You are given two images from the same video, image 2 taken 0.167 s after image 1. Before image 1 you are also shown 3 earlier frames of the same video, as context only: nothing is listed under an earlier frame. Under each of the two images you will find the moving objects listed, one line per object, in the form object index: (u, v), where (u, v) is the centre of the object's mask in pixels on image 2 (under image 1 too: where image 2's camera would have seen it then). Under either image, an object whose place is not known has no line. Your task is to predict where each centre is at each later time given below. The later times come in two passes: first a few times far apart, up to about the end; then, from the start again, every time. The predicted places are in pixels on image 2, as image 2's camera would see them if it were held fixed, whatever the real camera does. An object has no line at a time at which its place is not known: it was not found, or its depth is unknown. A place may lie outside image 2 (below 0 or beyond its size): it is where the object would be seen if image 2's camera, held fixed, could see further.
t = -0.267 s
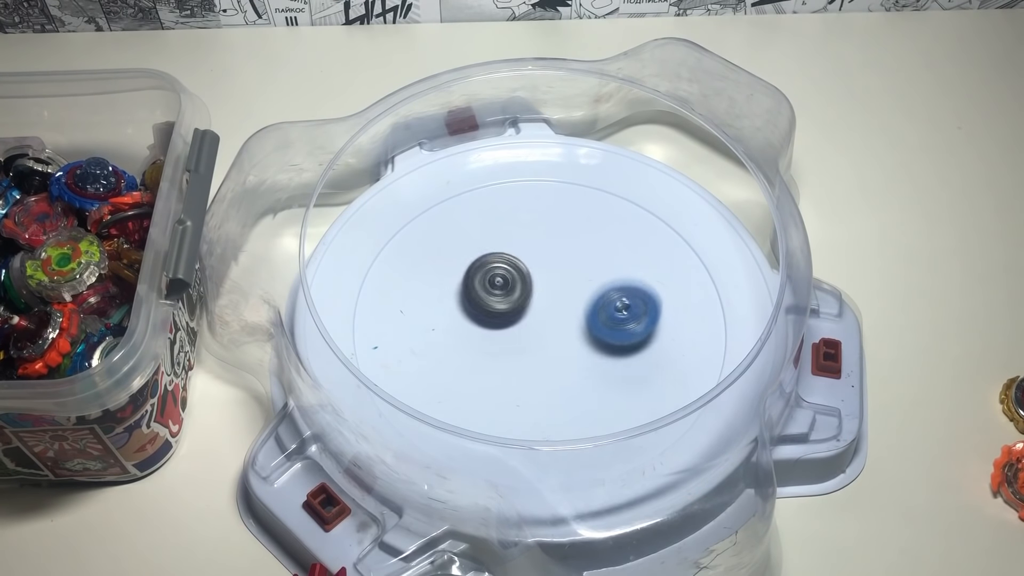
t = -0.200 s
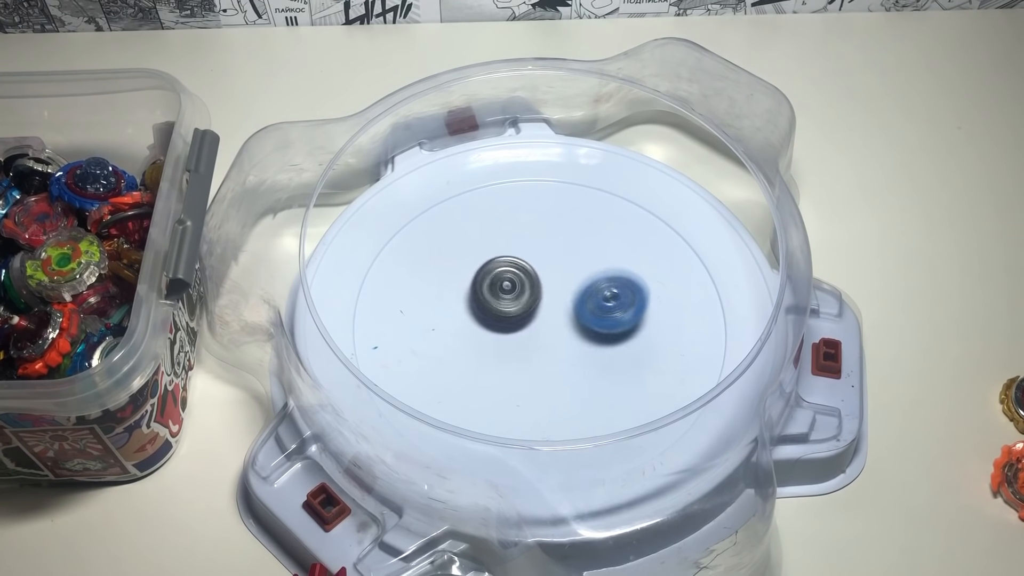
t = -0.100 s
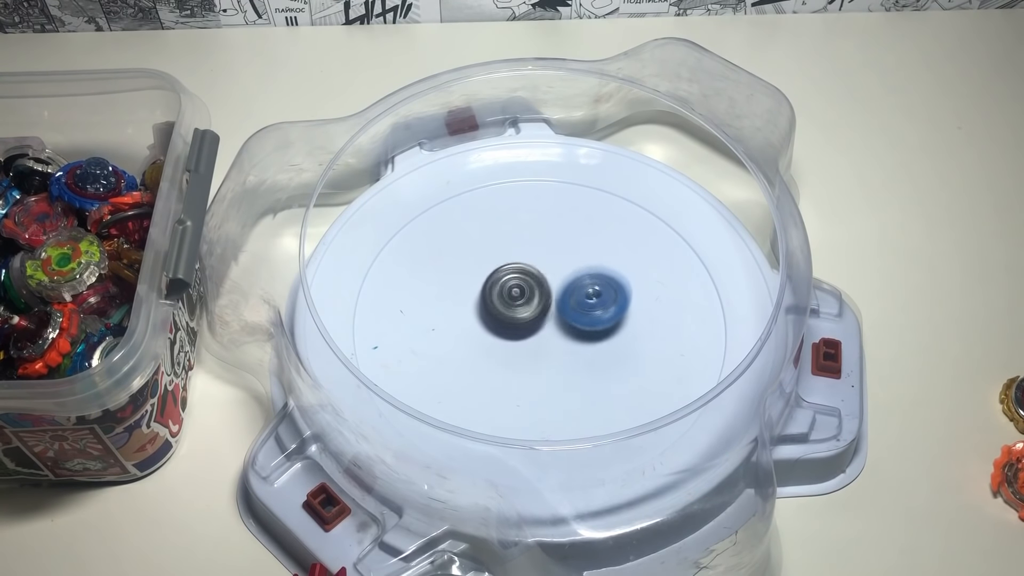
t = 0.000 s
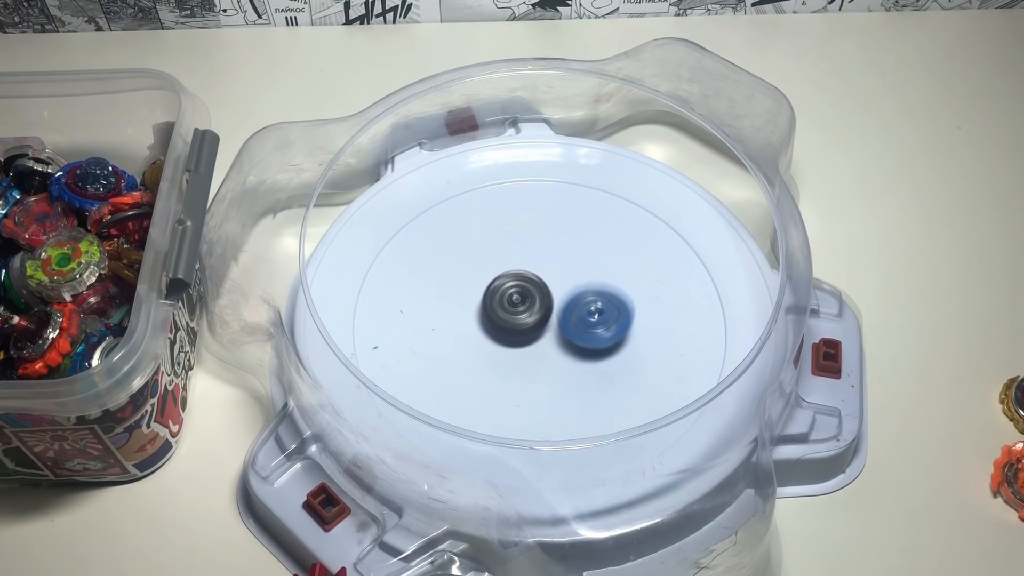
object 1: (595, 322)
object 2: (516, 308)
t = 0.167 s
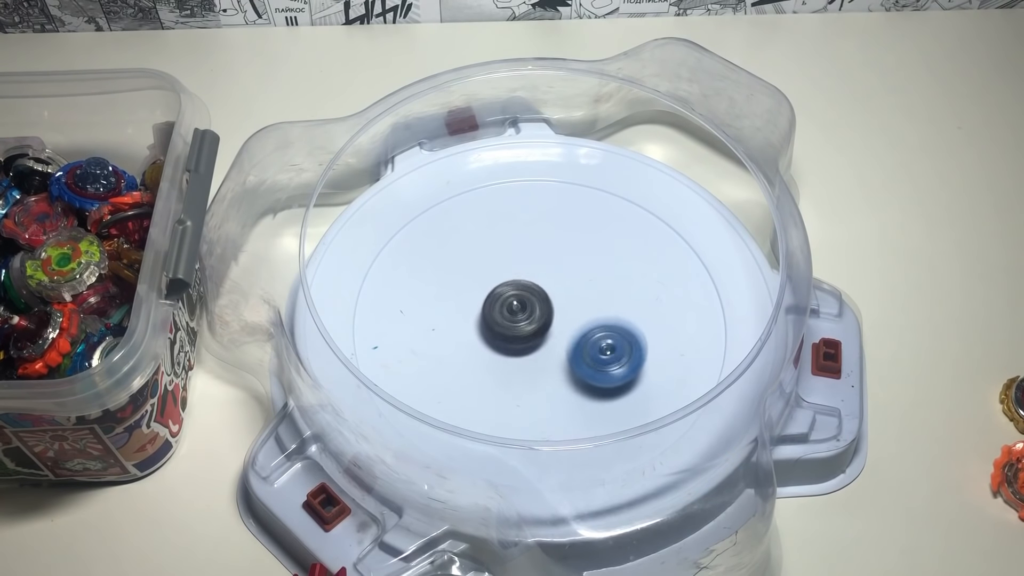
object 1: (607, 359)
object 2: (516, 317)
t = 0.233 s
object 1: (599, 360)
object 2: (519, 323)
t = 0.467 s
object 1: (618, 353)
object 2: (507, 328)
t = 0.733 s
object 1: (587, 331)
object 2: (509, 339)
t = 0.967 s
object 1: (653, 340)
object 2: (434, 324)
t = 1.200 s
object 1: (595, 335)
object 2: (449, 320)
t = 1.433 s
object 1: (570, 335)
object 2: (476, 308)
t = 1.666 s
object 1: (594, 355)
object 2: (500, 300)
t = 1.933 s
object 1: (683, 425)
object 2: (482, 252)
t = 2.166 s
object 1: (679, 411)
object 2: (482, 272)
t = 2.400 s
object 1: (591, 346)
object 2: (481, 301)
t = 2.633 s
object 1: (597, 319)
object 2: (394, 290)
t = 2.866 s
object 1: (563, 296)
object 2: (425, 304)
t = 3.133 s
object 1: (702, 321)
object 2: (420, 255)
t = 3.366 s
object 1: (544, 315)
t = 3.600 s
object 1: (367, 278)
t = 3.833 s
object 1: (449, 306)
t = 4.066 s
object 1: (591, 293)
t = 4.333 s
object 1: (635, 266)
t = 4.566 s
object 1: (571, 338)
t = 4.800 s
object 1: (538, 392)
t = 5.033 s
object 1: (541, 354)
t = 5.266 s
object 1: (543, 346)
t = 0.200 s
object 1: (603, 360)
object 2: (517, 320)
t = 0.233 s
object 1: (599, 360)
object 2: (519, 323)
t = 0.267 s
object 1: (593, 357)
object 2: (520, 326)
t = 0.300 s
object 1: (592, 356)
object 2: (517, 326)
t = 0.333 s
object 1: (601, 357)
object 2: (510, 324)
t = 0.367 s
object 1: (609, 358)
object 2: (507, 323)
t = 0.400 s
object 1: (614, 358)
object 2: (507, 324)
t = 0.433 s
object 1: (617, 356)
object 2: (507, 326)
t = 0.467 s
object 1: (618, 353)
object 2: (507, 328)
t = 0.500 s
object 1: (617, 350)
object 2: (507, 330)
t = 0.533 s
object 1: (615, 346)
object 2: (507, 332)
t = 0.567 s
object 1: (612, 343)
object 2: (507, 334)
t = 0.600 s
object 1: (608, 339)
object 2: (507, 335)
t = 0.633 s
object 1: (603, 337)
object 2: (507, 336)
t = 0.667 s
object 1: (598, 334)
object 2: (508, 338)
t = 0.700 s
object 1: (592, 332)
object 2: (509, 339)
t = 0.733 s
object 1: (587, 331)
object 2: (509, 339)
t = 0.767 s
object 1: (607, 333)
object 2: (487, 335)
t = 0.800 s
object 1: (628, 335)
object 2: (465, 331)
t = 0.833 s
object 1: (643, 336)
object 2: (450, 328)
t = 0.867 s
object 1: (653, 336)
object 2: (441, 326)
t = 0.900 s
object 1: (657, 338)
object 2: (438, 324)
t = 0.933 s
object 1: (657, 339)
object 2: (435, 324)
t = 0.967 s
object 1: (653, 340)
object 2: (434, 324)
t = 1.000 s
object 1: (647, 341)
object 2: (434, 323)
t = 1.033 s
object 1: (639, 341)
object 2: (435, 323)
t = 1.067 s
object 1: (630, 341)
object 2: (437, 322)
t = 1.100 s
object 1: (621, 340)
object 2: (439, 322)
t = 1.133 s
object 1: (612, 338)
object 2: (442, 321)
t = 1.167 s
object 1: (603, 336)
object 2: (445, 320)
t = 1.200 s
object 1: (595, 335)
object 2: (449, 320)
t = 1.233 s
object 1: (587, 333)
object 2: (453, 319)
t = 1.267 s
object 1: (580, 332)
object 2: (458, 319)
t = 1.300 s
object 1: (573, 330)
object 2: (463, 318)
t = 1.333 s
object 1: (567, 328)
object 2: (469, 318)
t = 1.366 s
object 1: (561, 327)
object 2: (475, 318)
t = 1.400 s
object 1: (557, 327)
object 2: (480, 318)
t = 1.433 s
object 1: (570, 335)
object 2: (476, 308)
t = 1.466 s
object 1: (580, 343)
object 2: (475, 301)
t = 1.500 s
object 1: (589, 349)
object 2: (477, 296)
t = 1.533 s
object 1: (595, 354)
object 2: (480, 294)
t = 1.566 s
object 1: (597, 357)
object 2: (485, 294)
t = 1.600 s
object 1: (597, 358)
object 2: (490, 296)
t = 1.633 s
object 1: (596, 357)
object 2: (495, 298)
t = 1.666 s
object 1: (594, 355)
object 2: (500, 300)
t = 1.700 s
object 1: (592, 354)
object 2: (506, 304)
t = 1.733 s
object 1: (589, 352)
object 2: (512, 307)
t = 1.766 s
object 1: (587, 349)
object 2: (519, 312)
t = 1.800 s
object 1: (599, 362)
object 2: (516, 303)
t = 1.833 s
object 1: (627, 384)
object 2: (503, 284)
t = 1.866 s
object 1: (653, 403)
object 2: (493, 270)
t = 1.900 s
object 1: (673, 418)
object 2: (486, 259)
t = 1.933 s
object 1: (683, 425)
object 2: (482, 252)
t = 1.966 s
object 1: (690, 429)
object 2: (481, 251)
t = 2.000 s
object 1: (695, 431)
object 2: (482, 252)
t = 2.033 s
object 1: (696, 430)
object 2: (482, 256)
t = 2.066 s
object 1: (695, 428)
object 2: (482, 260)
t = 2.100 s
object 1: (692, 423)
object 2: (482, 264)
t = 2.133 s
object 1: (687, 419)
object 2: (482, 268)
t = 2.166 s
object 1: (679, 411)
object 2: (482, 272)
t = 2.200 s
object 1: (672, 406)
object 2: (482, 276)
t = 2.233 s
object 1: (660, 392)
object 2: (482, 280)
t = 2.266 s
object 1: (650, 388)
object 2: (481, 284)
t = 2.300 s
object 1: (636, 379)
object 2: (481, 288)
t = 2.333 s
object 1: (621, 368)
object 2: (481, 292)
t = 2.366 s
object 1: (607, 357)
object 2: (481, 296)
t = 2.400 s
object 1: (591, 346)
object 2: (481, 301)
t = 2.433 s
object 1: (575, 335)
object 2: (481, 306)
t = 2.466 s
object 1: (558, 326)
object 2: (482, 310)
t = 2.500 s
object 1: (565, 323)
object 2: (461, 306)
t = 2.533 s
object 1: (578, 322)
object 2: (437, 301)
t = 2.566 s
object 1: (587, 322)
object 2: (418, 294)
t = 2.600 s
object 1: (593, 320)
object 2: (403, 293)
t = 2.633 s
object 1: (597, 319)
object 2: (394, 290)
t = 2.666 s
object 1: (598, 317)
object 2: (389, 289)
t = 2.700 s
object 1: (596, 314)
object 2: (387, 290)
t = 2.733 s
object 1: (591, 311)
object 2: (388, 291)
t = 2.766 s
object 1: (585, 308)
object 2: (393, 294)
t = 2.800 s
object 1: (578, 304)
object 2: (401, 297)
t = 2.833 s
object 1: (570, 300)
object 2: (411, 300)
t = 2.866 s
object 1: (563, 296)
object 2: (425, 304)
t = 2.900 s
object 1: (556, 292)
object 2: (440, 307)
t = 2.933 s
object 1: (550, 289)
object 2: (456, 310)
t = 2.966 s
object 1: (545, 288)
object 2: (473, 312)
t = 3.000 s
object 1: (548, 288)
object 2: (487, 312)
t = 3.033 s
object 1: (589, 303)
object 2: (469, 293)
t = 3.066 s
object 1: (633, 309)
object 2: (451, 280)
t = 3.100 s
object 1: (670, 317)
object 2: (434, 264)
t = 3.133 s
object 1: (702, 321)
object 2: (420, 255)
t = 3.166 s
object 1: (733, 323)
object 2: (412, 241)
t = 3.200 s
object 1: (756, 323)
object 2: (406, 233)
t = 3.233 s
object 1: (720, 317)
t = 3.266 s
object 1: (674, 319)
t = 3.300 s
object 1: (628, 326)
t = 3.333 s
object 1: (589, 319)
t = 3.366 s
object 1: (544, 315)
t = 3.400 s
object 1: (511, 314)
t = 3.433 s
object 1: (477, 305)
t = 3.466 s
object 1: (446, 297)
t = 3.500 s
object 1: (416, 292)
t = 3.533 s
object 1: (395, 285)
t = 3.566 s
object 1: (376, 281)
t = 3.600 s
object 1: (367, 278)
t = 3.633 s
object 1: (364, 278)
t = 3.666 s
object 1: (370, 281)
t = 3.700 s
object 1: (382, 284)
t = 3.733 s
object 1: (395, 289)
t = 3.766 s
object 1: (410, 295)
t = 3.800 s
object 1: (429, 300)
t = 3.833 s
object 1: (449, 306)
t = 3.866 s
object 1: (471, 312)
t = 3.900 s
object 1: (493, 317)
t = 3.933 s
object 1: (513, 324)
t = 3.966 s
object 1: (535, 326)
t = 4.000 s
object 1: (554, 325)
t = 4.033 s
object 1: (572, 308)
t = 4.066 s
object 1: (591, 293)
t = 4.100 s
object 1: (605, 281)
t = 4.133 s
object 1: (615, 270)
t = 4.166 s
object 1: (628, 263)
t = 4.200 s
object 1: (635, 259)
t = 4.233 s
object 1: (639, 257)
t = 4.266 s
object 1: (640, 258)
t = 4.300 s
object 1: (638, 261)
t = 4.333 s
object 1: (635, 266)
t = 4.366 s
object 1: (631, 273)
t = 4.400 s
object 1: (625, 280)
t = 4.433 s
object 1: (616, 291)
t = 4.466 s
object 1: (606, 300)
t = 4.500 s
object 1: (594, 311)
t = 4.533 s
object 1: (581, 325)
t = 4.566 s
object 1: (571, 338)
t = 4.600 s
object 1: (563, 353)
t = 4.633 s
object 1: (556, 363)
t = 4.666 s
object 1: (552, 373)
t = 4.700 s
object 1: (546, 382)
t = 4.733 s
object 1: (541, 388)
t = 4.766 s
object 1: (539, 390)
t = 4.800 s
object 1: (538, 392)
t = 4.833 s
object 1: (538, 390)
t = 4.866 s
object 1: (540, 385)
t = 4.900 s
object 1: (541, 381)
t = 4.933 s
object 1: (541, 374)
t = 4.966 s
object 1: (542, 369)
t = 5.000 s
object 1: (541, 361)
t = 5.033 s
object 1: (541, 354)
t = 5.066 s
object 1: (539, 347)
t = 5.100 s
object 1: (538, 342)
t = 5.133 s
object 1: (540, 343)
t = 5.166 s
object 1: (541, 346)
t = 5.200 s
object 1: (543, 347)
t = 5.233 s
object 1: (543, 346)
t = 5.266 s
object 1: (543, 346)
